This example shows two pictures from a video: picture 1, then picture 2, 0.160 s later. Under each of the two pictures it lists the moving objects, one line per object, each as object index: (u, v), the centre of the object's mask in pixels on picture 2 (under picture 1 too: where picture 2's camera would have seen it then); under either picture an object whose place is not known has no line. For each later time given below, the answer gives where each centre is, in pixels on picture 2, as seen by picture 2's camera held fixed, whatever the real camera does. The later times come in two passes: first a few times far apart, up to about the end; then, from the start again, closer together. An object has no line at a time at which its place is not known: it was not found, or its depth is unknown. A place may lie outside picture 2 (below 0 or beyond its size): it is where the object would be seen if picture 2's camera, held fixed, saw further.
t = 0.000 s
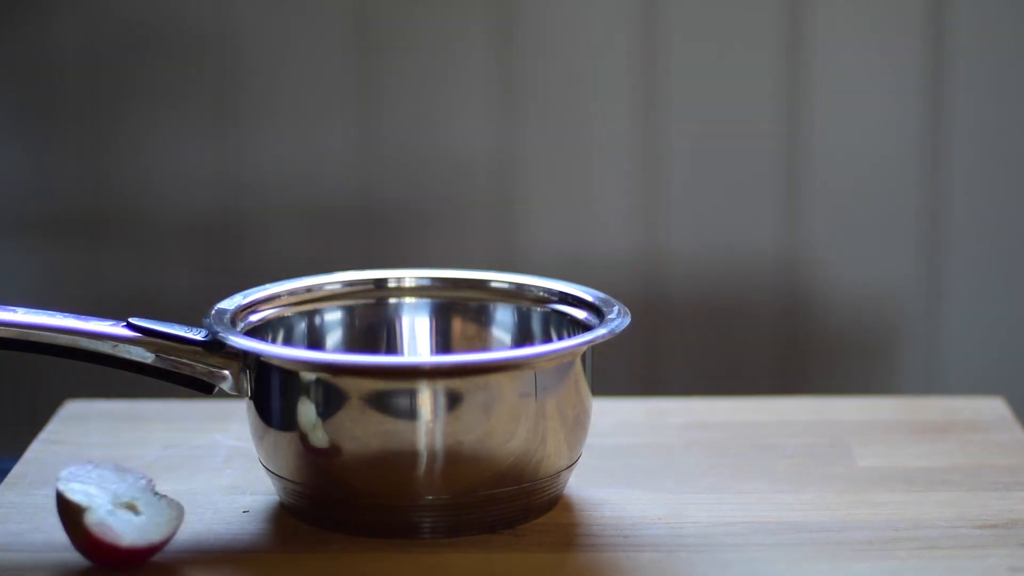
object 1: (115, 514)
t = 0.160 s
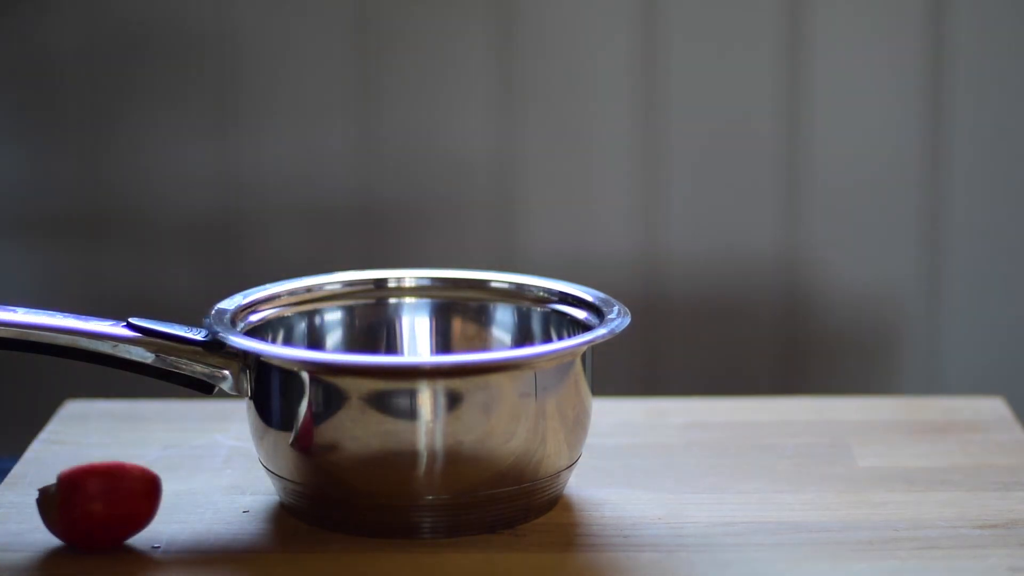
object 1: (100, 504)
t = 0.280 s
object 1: (106, 519)
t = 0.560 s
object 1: (98, 515)
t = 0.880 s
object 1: (107, 515)
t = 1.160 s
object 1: (107, 520)
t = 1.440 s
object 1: (93, 522)
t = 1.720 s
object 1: (104, 517)
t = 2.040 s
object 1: (105, 520)
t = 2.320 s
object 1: (105, 519)
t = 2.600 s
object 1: (105, 518)
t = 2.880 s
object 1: (102, 521)
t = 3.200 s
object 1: (101, 520)
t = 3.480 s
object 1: (103, 520)
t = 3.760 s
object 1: (103, 520)
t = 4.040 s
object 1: (102, 520)
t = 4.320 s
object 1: (102, 521)
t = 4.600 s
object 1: (102, 521)
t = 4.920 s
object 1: (102, 521)
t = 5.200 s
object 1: (102, 521)
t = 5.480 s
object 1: (102, 521)
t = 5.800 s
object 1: (102, 521)
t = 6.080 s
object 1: (102, 521)
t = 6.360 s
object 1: (102, 521)
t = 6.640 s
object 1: (102, 521)
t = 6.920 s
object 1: (102, 521)
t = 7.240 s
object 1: (102, 521)
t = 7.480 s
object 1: (102, 521)
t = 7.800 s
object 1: (102, 521)
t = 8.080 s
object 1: (102, 521)
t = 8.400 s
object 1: (102, 521)
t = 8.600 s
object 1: (102, 521)
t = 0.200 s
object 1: (100, 506)
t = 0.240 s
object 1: (102, 515)
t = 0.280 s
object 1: (106, 519)
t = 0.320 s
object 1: (111, 515)
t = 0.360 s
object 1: (114, 513)
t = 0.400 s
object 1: (115, 514)
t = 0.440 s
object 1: (112, 514)
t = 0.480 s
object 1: (107, 517)
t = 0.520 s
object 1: (102, 520)
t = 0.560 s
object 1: (98, 515)
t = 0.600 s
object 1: (98, 508)
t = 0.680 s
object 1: (103, 512)
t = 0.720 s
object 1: (106, 520)
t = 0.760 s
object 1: (111, 517)
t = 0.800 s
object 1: (113, 515)
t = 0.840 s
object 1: (112, 514)
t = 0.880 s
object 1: (107, 515)
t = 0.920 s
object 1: (101, 517)
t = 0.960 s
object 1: (96, 519)
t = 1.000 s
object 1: (94, 521)
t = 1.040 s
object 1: (95, 513)
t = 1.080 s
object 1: (99, 511)
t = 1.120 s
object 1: (104, 513)
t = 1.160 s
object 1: (107, 520)
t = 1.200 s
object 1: (110, 518)
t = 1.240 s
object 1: (111, 516)
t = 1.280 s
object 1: (107, 516)
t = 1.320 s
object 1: (102, 516)
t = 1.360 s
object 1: (96, 518)
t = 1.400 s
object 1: (93, 520)
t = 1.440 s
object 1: (93, 522)
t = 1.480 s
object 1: (95, 516)
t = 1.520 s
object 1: (100, 513)
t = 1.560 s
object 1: (104, 515)
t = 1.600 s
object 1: (108, 520)
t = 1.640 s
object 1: (110, 519)
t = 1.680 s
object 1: (108, 517)
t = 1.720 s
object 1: (104, 517)
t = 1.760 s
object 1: (97, 518)
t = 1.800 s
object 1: (94, 519)
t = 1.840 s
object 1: (94, 520)
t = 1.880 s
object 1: (97, 523)
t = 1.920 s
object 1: (101, 517)
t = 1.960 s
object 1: (105, 515)
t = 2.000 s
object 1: (106, 520)
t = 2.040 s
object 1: (105, 520)
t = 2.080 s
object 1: (102, 519)
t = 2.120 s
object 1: (100, 518)
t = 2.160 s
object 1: (99, 518)
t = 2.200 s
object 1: (101, 518)
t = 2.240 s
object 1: (103, 519)
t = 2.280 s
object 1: (105, 521)
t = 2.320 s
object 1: (105, 519)
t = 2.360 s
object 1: (104, 517)
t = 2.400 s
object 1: (101, 518)
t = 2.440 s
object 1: (100, 521)
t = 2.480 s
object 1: (99, 520)
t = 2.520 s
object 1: (100, 519)
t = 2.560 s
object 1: (103, 518)
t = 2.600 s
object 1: (105, 518)
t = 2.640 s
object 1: (105, 519)
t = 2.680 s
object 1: (103, 520)
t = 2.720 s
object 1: (101, 521)
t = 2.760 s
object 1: (100, 519)
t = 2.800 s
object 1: (99, 519)
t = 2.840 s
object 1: (100, 522)
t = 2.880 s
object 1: (102, 521)
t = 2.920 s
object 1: (103, 519)
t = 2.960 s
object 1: (104, 519)
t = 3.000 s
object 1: (103, 519)
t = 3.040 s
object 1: (102, 519)
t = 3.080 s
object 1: (101, 520)
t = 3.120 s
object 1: (101, 521)
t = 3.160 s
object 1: (100, 521)
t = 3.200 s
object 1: (101, 520)
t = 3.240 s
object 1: (103, 521)
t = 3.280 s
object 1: (103, 521)
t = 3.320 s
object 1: (103, 520)
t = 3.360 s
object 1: (103, 519)
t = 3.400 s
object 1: (102, 519)
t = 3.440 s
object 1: (103, 519)
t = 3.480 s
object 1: (103, 520)
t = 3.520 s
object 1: (103, 520)
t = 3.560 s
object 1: (103, 521)
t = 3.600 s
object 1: (102, 521)
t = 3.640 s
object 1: (102, 520)
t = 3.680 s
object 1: (102, 521)
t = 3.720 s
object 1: (102, 521)
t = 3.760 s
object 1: (103, 520)
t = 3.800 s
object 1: (103, 520)
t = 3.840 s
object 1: (103, 520)
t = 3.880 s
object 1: (103, 520)
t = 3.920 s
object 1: (102, 520)
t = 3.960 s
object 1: (102, 520)
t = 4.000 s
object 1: (102, 520)
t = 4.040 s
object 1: (102, 520)
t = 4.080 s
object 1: (102, 520)
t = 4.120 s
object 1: (103, 521)
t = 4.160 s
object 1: (103, 521)
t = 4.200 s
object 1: (103, 521)
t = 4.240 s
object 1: (102, 521)
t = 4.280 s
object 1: (102, 521)
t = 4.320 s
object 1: (102, 521)
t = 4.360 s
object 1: (102, 521)
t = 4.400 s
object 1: (103, 521)
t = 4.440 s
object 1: (103, 521)
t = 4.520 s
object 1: (102, 521)
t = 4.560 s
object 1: (102, 521)
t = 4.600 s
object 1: (102, 521)
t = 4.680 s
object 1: (102, 521)
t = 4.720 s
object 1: (102, 521)
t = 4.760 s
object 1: (102, 521)
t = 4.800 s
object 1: (102, 521)
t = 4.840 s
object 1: (102, 521)
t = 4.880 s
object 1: (102, 521)
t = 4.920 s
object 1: (102, 521)
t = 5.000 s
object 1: (102, 521)
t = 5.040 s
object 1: (102, 521)
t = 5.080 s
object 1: (102, 521)
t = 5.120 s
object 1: (102, 521)
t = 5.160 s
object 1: (102, 521)
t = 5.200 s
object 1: (102, 521)
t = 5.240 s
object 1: (102, 521)
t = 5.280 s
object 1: (102, 521)
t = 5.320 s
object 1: (102, 521)
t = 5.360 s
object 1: (102, 521)
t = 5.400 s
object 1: (102, 521)
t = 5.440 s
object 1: (102, 521)
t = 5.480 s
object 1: (102, 521)
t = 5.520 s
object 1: (102, 521)
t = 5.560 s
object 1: (102, 521)
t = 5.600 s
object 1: (102, 521)
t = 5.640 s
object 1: (102, 521)
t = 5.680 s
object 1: (102, 521)
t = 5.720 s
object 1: (102, 521)
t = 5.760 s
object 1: (102, 521)
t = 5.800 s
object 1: (102, 521)
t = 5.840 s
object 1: (102, 521)
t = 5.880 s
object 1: (102, 521)
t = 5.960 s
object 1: (102, 521)
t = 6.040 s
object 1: (102, 521)
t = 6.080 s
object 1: (102, 521)
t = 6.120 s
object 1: (102, 521)
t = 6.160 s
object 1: (102, 521)
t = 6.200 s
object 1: (102, 521)
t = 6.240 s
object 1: (102, 521)
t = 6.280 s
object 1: (102, 521)
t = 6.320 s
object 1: (102, 521)
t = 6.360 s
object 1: (102, 521)
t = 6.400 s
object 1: (102, 521)
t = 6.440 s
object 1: (102, 521)
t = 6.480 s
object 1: (102, 521)
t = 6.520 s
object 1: (102, 521)
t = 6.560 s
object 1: (102, 521)
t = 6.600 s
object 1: (102, 521)
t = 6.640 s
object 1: (102, 521)
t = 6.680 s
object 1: (102, 521)
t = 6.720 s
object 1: (102, 521)
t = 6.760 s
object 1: (102, 521)
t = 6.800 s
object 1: (102, 521)
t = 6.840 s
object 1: (102, 521)
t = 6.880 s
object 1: (102, 521)
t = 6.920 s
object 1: (102, 521)
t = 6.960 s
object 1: (102, 521)
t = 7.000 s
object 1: (102, 521)
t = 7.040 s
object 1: (102, 521)
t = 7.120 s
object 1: (102, 521)
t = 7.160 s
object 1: (102, 521)
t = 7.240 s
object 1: (102, 521)
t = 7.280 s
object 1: (102, 521)
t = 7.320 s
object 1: (102, 521)
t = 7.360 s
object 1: (102, 521)
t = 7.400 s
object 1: (102, 521)
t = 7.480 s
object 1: (102, 521)
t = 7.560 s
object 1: (102, 521)
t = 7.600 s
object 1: (102, 521)
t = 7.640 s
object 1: (102, 521)
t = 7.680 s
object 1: (102, 521)
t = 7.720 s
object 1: (102, 521)
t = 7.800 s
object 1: (102, 521)
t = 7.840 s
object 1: (102, 521)
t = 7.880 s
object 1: (102, 521)
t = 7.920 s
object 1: (102, 521)
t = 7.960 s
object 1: (102, 521)
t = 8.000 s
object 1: (102, 521)
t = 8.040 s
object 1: (102, 521)
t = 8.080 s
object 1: (102, 521)
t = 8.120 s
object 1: (102, 521)
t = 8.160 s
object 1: (102, 521)
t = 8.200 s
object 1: (102, 521)
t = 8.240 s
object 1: (102, 521)
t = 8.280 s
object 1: (102, 521)
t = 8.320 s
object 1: (102, 521)
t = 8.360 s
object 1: (102, 521)
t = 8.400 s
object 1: (102, 521)
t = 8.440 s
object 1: (102, 521)
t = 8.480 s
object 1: (102, 521)
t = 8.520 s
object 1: (102, 521)
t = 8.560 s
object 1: (102, 521)
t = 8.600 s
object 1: (102, 521)
